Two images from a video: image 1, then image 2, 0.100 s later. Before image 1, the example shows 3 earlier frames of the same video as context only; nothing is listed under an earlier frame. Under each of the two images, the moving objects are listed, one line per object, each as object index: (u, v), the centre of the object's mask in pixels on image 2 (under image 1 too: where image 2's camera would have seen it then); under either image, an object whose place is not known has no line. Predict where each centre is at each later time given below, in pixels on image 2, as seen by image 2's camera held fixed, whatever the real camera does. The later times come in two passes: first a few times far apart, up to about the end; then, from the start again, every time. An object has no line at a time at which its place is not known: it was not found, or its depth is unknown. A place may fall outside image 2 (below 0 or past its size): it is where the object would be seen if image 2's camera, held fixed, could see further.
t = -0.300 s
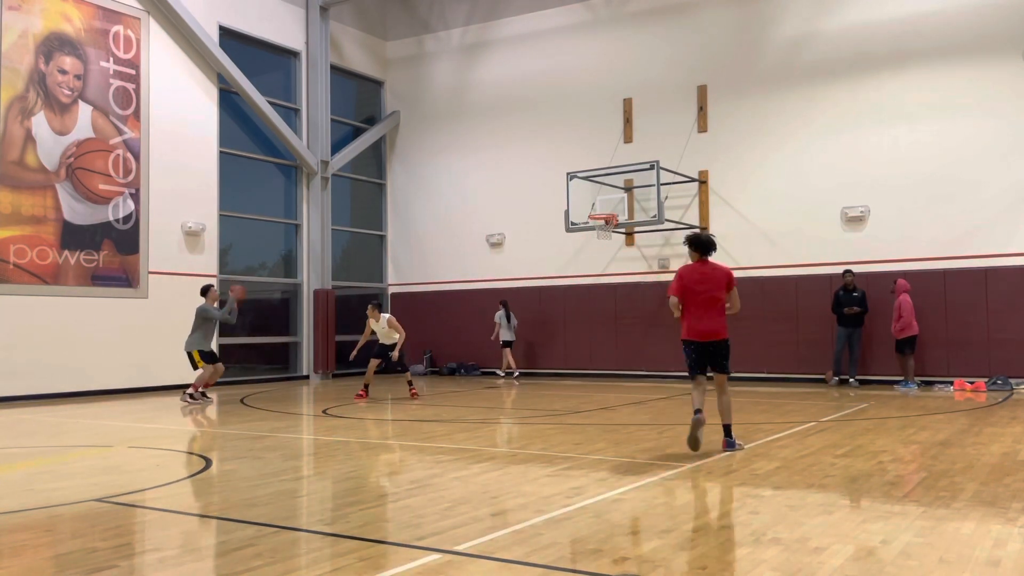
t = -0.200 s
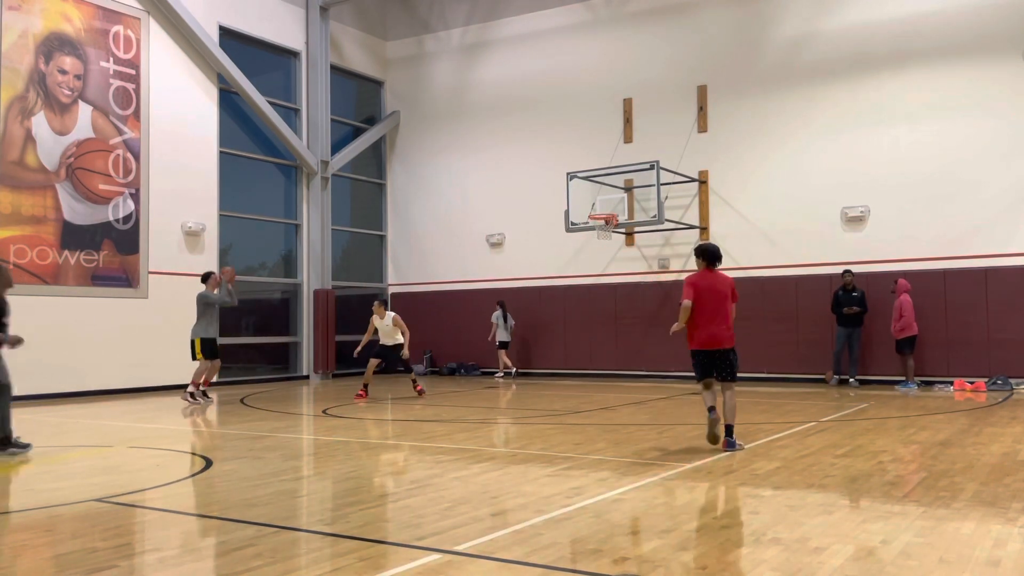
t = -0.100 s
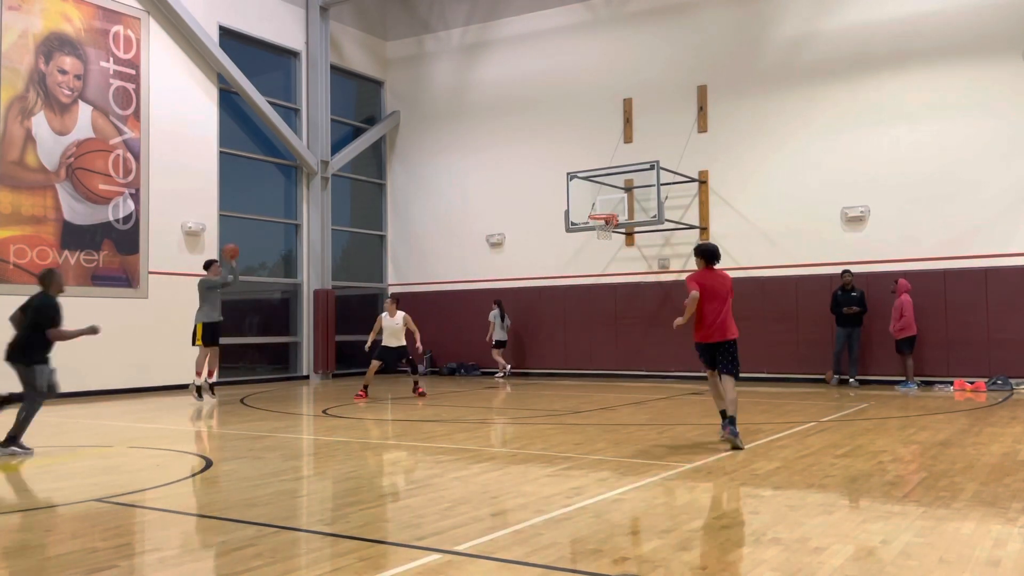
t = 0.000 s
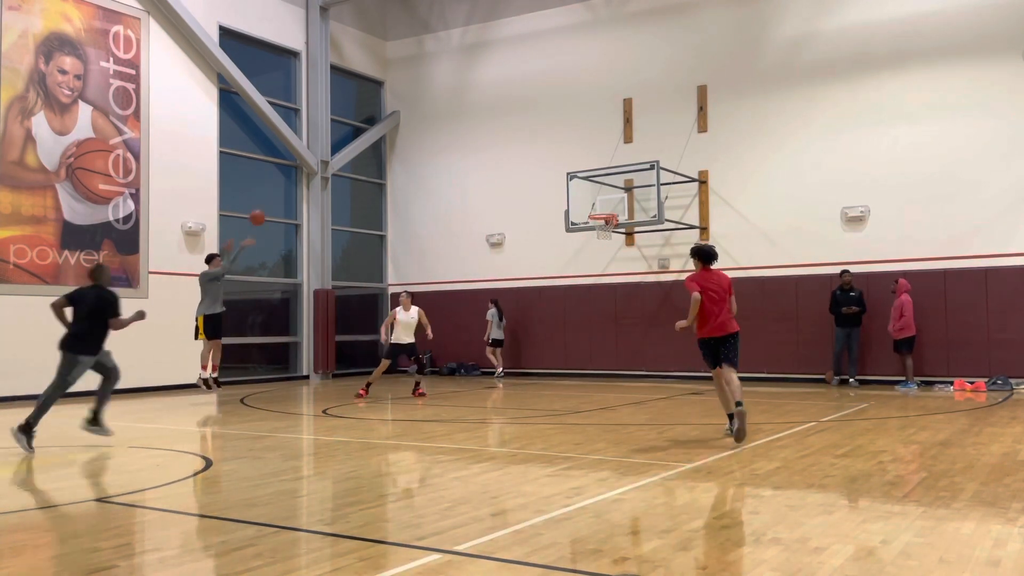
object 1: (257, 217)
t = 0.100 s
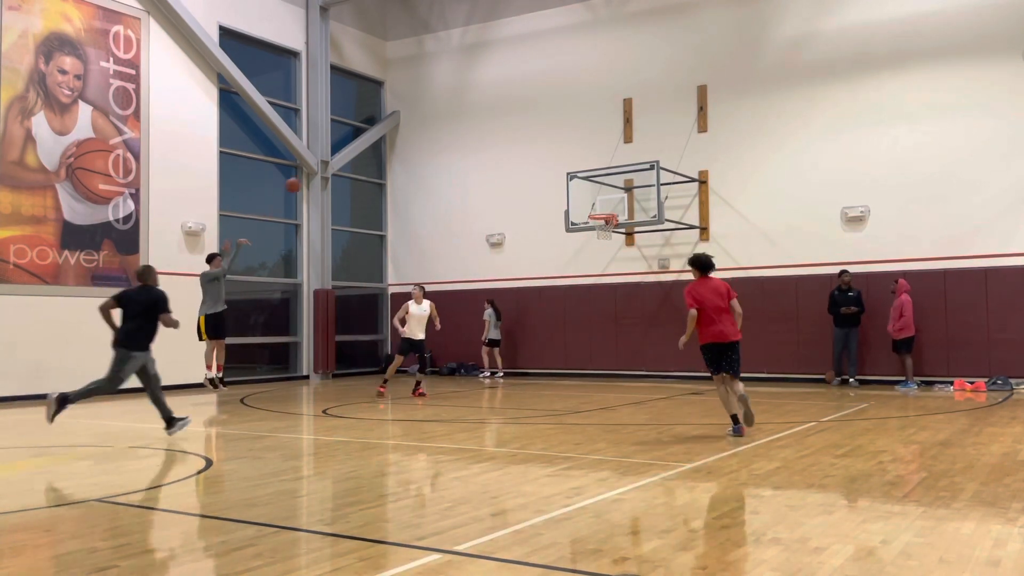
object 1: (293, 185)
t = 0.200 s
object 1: (328, 160)
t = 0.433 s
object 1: (400, 128)
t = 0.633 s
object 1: (460, 123)
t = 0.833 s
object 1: (518, 141)
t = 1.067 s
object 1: (582, 189)
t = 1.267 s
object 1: (608, 242)
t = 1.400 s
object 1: (605, 279)
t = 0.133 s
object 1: (305, 176)
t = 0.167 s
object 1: (316, 168)
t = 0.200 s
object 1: (328, 160)
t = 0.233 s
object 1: (334, 156)
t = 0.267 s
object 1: (344, 150)
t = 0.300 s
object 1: (356, 144)
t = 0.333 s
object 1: (367, 139)
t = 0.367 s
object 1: (378, 135)
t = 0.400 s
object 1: (388, 131)
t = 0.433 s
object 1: (400, 128)
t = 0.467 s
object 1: (409, 126)
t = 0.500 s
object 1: (420, 124)
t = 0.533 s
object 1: (430, 123)
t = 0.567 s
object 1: (440, 123)
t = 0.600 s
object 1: (450, 123)
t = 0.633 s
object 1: (460, 123)
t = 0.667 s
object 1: (470, 125)
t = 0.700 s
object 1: (480, 127)
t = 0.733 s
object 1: (490, 130)
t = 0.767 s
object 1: (499, 133)
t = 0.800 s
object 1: (509, 137)
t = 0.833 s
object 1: (518, 141)
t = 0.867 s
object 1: (527, 146)
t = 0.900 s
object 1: (537, 152)
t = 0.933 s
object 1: (546, 158)
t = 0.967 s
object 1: (555, 165)
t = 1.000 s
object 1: (564, 172)
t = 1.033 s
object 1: (573, 180)
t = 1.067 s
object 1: (582, 189)
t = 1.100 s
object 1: (591, 198)
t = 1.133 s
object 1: (599, 207)
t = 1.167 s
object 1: (609, 217)
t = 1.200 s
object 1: (612, 223)
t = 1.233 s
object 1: (609, 235)
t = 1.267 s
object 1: (608, 242)
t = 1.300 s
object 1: (608, 251)
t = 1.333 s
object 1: (607, 259)
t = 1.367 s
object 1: (606, 269)
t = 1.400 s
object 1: (605, 279)
